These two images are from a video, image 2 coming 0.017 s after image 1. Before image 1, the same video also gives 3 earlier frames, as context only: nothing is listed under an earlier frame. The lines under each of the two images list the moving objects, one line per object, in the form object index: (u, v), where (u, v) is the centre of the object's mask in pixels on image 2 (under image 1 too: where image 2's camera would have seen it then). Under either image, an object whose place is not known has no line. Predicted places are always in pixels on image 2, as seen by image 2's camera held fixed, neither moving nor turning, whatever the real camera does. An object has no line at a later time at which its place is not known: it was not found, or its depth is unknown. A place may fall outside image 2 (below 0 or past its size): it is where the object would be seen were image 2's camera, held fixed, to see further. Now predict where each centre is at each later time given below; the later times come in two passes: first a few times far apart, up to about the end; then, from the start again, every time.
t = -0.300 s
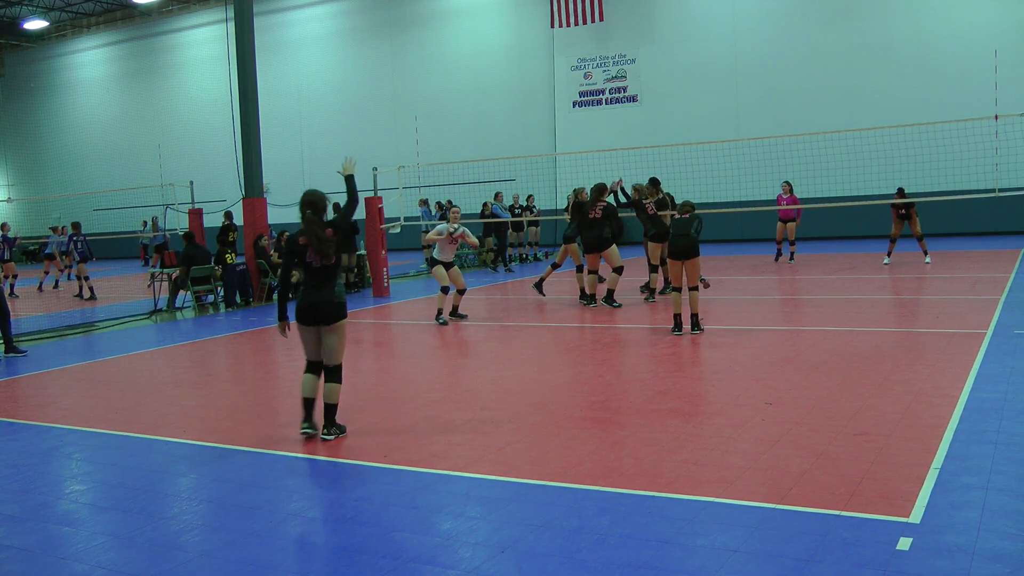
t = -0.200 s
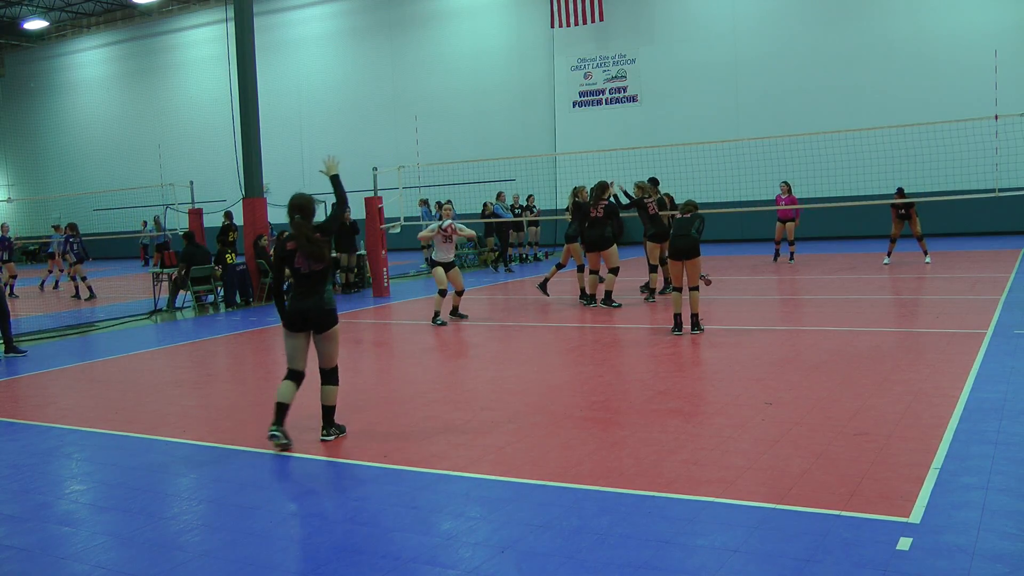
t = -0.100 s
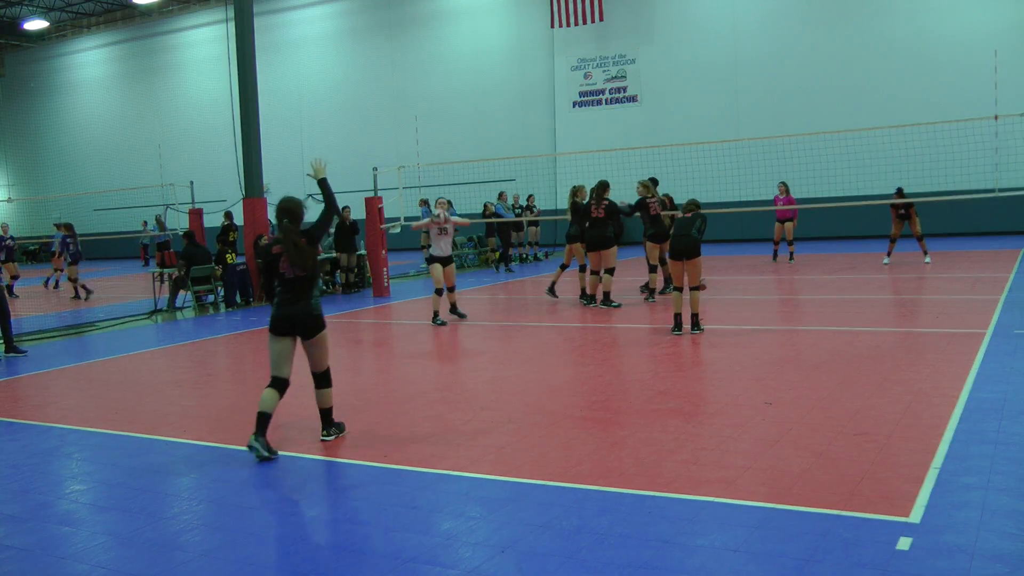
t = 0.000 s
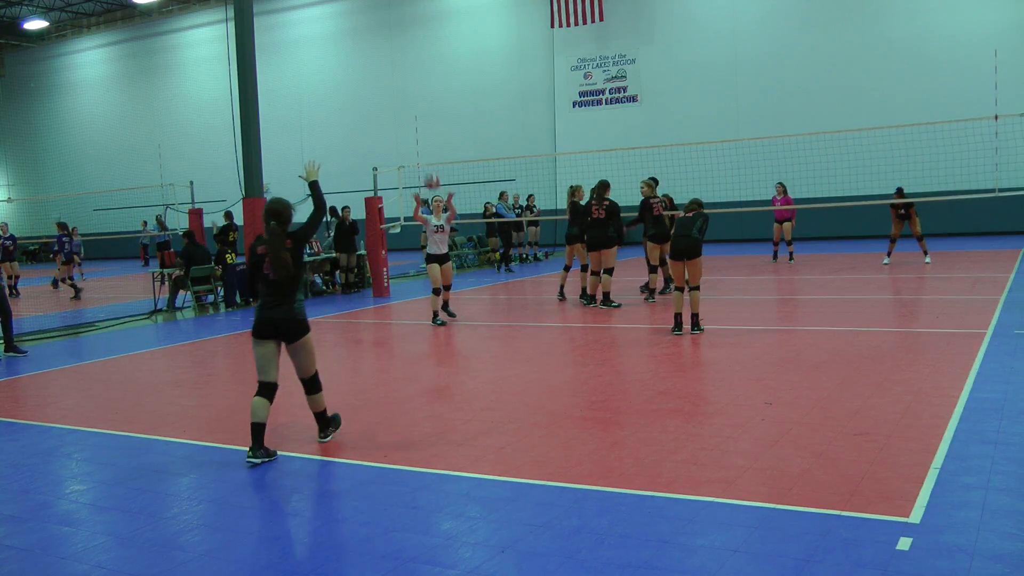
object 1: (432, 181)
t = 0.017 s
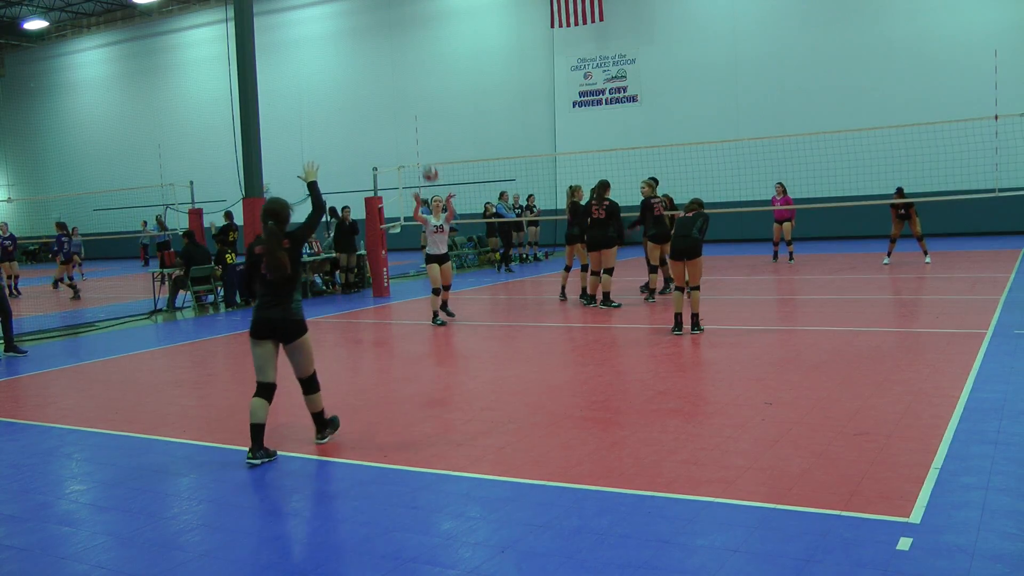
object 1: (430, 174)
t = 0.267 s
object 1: (406, 75)
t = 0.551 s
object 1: (374, 16)
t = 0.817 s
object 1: (339, 36)
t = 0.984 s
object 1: (315, 103)
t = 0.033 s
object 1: (428, 166)
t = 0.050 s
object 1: (427, 158)
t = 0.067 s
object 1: (425, 150)
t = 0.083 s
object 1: (424, 143)
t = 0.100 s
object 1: (422, 136)
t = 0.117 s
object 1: (421, 129)
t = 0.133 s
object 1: (419, 122)
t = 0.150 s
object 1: (417, 116)
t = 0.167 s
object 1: (416, 109)
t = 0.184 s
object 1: (414, 103)
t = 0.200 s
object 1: (412, 97)
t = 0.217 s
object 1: (411, 91)
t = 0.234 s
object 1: (409, 85)
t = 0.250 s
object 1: (407, 80)
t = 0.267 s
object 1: (406, 75)
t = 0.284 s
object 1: (404, 69)
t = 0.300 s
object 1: (402, 64)
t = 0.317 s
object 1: (400, 59)
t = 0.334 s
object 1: (398, 55)
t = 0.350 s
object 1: (397, 51)
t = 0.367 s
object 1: (395, 47)
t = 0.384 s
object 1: (393, 43)
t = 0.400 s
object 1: (391, 39)
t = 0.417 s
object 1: (389, 36)
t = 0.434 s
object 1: (388, 33)
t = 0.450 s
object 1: (386, 29)
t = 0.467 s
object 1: (384, 27)
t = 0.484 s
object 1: (382, 24)
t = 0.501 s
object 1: (380, 22)
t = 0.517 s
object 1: (378, 20)
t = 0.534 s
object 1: (376, 18)
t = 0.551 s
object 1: (374, 16)
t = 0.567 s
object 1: (372, 15)
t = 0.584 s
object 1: (370, 14)
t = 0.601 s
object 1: (368, 14)
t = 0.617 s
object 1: (366, 14)
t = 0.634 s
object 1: (364, 14)
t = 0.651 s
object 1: (362, 14)
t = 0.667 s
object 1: (359, 14)
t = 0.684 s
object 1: (357, 16)
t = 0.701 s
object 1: (355, 17)
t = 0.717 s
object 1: (353, 19)
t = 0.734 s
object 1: (351, 21)
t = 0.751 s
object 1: (348, 23)
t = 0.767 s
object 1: (346, 26)
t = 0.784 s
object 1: (344, 29)
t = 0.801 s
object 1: (342, 32)
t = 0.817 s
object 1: (339, 36)
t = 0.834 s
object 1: (337, 41)
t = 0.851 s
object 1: (334, 46)
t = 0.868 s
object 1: (332, 51)
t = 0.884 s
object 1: (330, 57)
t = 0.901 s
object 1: (327, 63)
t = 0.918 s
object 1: (325, 70)
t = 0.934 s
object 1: (322, 77)
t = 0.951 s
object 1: (320, 85)
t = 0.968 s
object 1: (317, 94)
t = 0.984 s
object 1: (315, 103)
